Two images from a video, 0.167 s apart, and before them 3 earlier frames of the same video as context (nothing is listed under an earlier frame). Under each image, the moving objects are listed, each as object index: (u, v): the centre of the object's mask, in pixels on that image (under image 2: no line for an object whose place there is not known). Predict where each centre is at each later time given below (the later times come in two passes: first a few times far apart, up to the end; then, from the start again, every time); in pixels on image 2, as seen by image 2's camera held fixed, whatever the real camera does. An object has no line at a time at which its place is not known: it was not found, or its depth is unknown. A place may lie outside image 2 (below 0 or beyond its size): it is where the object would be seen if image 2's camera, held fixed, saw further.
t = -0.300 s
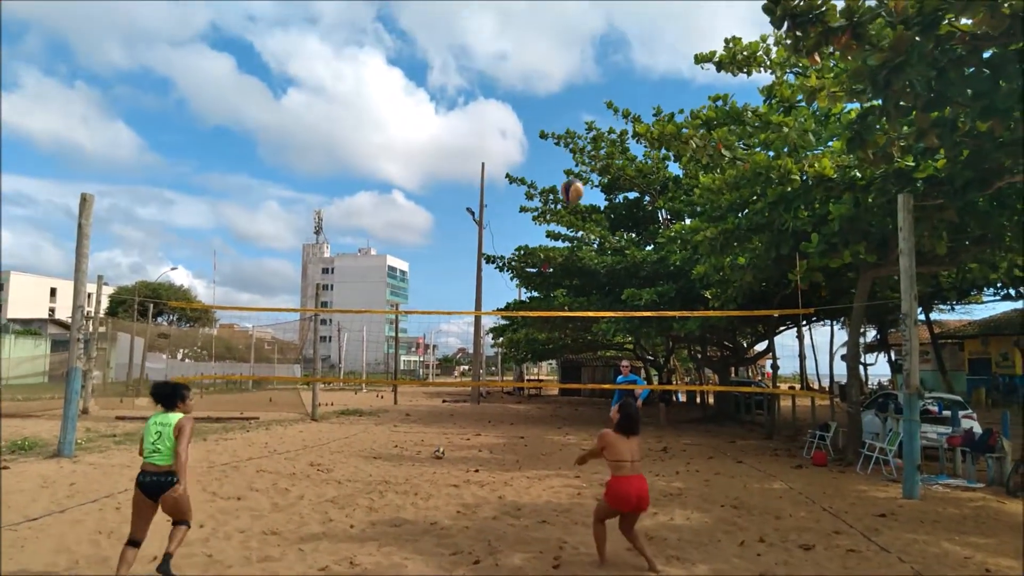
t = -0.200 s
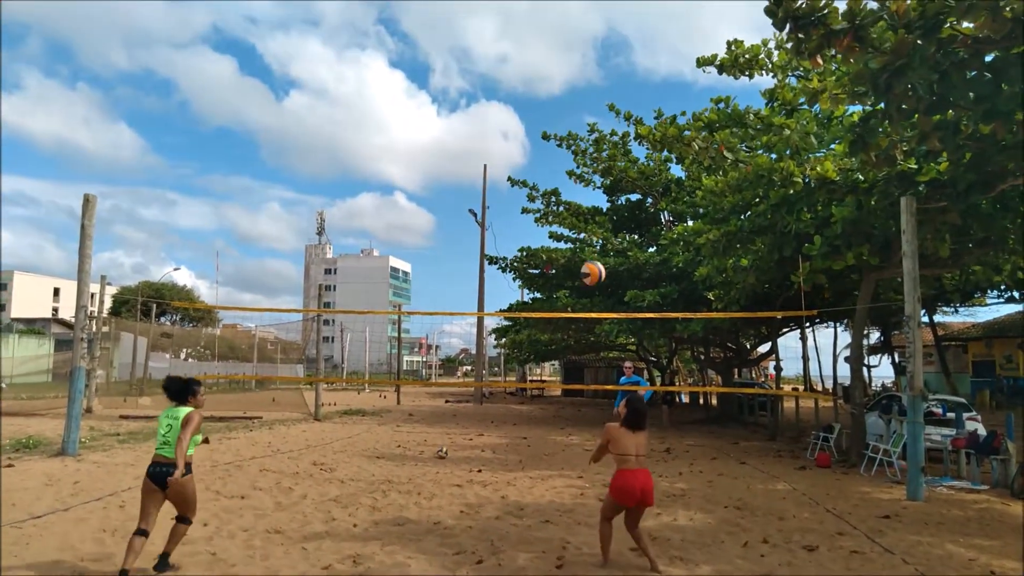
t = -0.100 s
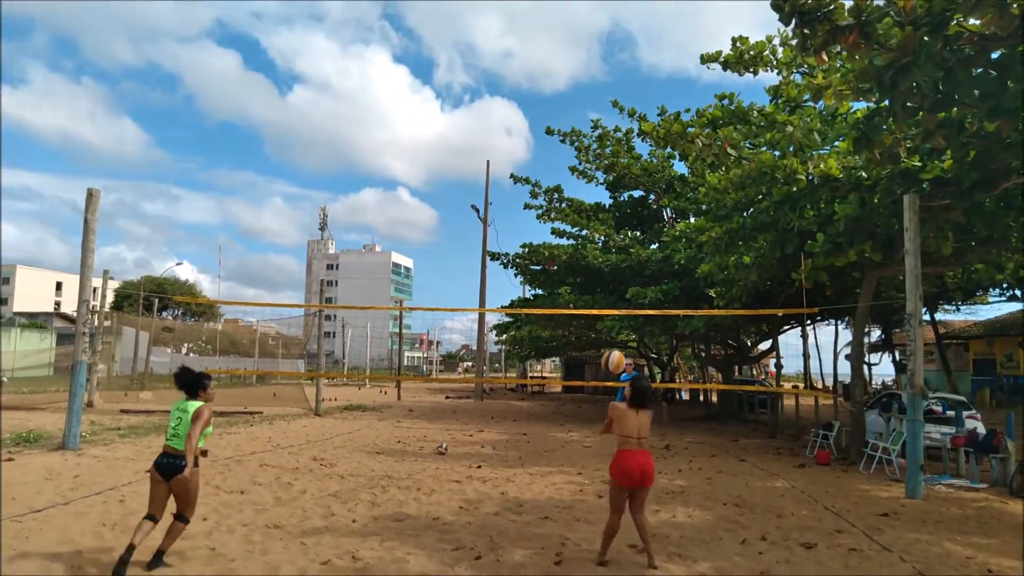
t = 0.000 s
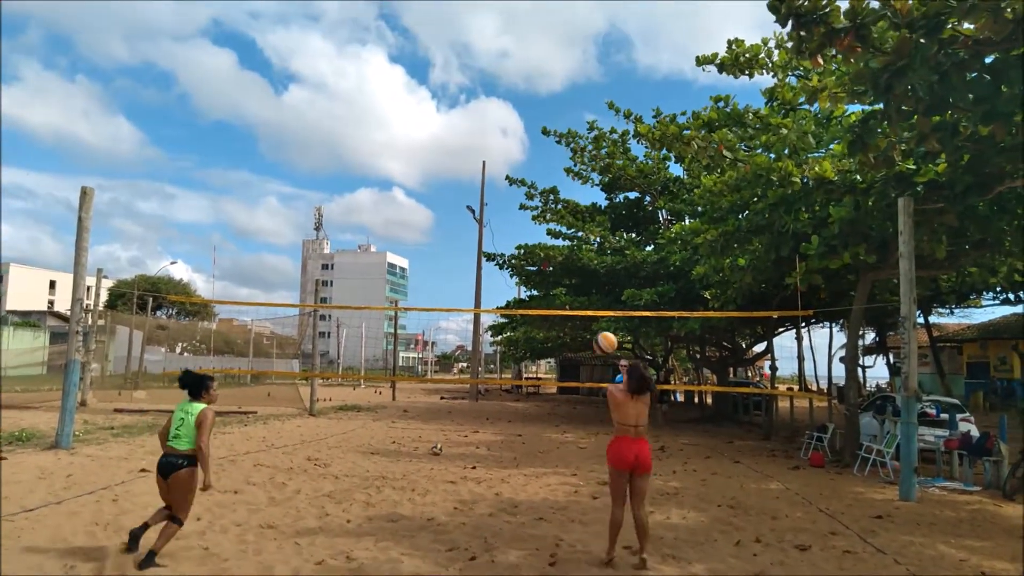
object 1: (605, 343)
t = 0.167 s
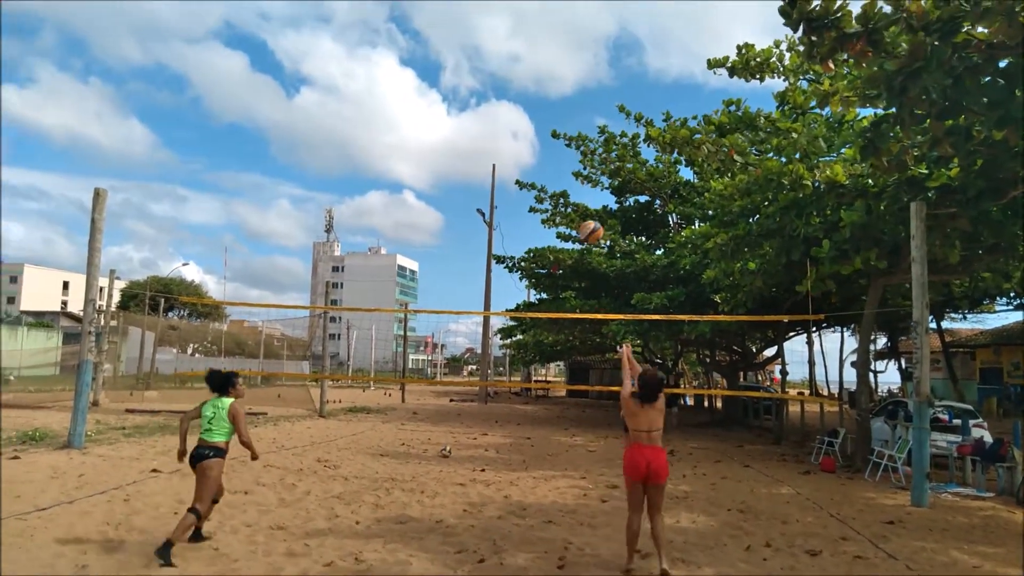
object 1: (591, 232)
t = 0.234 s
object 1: (583, 195)
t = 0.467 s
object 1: (553, 104)
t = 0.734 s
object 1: (522, 66)
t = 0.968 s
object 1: (495, 96)
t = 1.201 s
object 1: (467, 184)
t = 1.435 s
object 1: (435, 339)
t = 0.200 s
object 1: (587, 214)
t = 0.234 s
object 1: (583, 195)
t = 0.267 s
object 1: (578, 179)
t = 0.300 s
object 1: (574, 165)
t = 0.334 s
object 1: (568, 150)
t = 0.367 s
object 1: (564, 137)
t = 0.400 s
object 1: (559, 125)
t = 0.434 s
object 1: (557, 114)
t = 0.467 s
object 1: (553, 104)
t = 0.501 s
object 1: (549, 95)
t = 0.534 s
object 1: (544, 87)
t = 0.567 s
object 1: (540, 82)
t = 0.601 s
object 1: (537, 76)
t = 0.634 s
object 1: (533, 71)
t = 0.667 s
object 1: (530, 69)
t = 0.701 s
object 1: (526, 67)
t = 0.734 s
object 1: (522, 66)
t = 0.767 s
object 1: (517, 67)
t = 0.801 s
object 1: (513, 69)
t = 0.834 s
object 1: (510, 72)
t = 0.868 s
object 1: (506, 76)
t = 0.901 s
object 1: (502, 82)
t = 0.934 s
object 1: (499, 88)
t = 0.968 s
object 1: (495, 96)
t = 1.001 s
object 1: (492, 105)
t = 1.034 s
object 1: (488, 115)
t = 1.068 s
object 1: (484, 126)
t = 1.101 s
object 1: (479, 139)
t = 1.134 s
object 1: (475, 153)
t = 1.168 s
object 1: (471, 168)
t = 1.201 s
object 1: (467, 184)
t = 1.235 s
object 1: (463, 202)
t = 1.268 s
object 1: (458, 222)
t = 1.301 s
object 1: (453, 242)
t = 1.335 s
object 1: (449, 264)
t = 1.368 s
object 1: (444, 287)
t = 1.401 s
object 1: (439, 313)
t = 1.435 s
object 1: (435, 339)
